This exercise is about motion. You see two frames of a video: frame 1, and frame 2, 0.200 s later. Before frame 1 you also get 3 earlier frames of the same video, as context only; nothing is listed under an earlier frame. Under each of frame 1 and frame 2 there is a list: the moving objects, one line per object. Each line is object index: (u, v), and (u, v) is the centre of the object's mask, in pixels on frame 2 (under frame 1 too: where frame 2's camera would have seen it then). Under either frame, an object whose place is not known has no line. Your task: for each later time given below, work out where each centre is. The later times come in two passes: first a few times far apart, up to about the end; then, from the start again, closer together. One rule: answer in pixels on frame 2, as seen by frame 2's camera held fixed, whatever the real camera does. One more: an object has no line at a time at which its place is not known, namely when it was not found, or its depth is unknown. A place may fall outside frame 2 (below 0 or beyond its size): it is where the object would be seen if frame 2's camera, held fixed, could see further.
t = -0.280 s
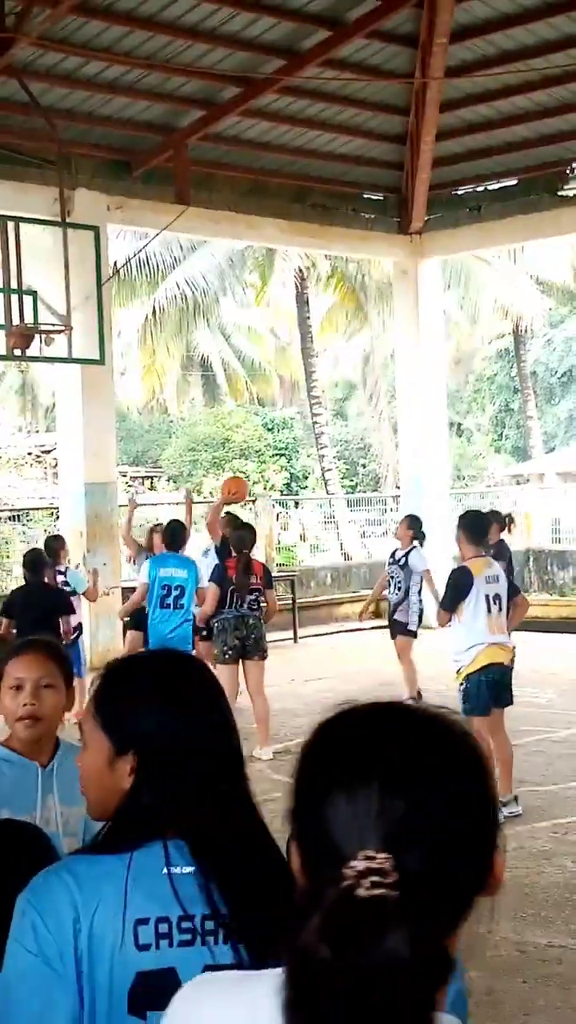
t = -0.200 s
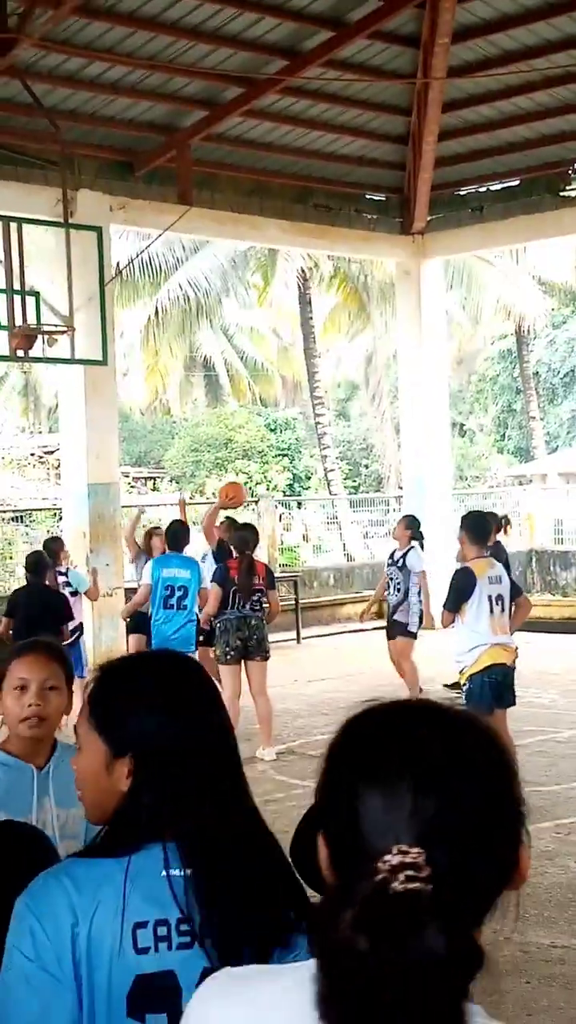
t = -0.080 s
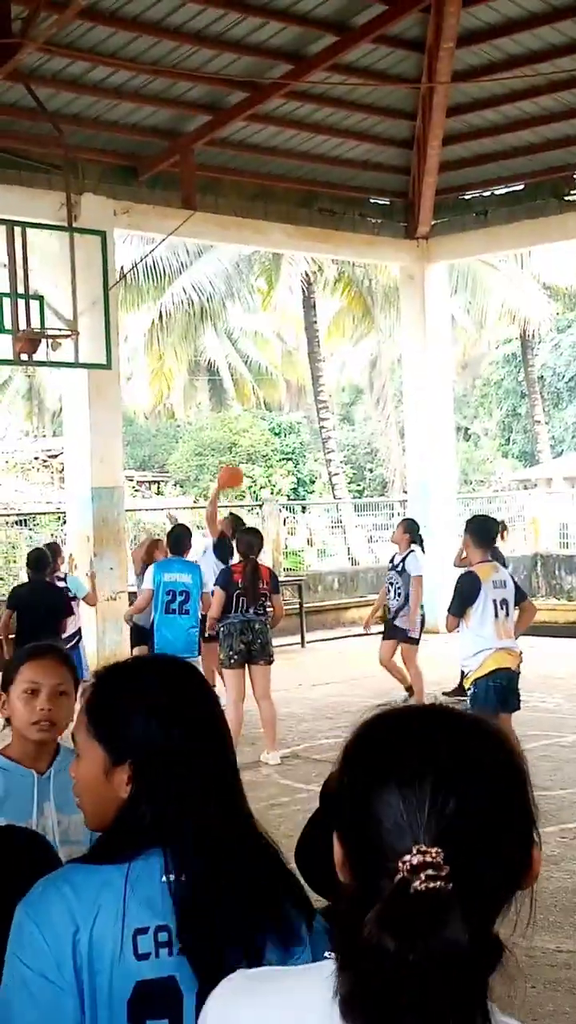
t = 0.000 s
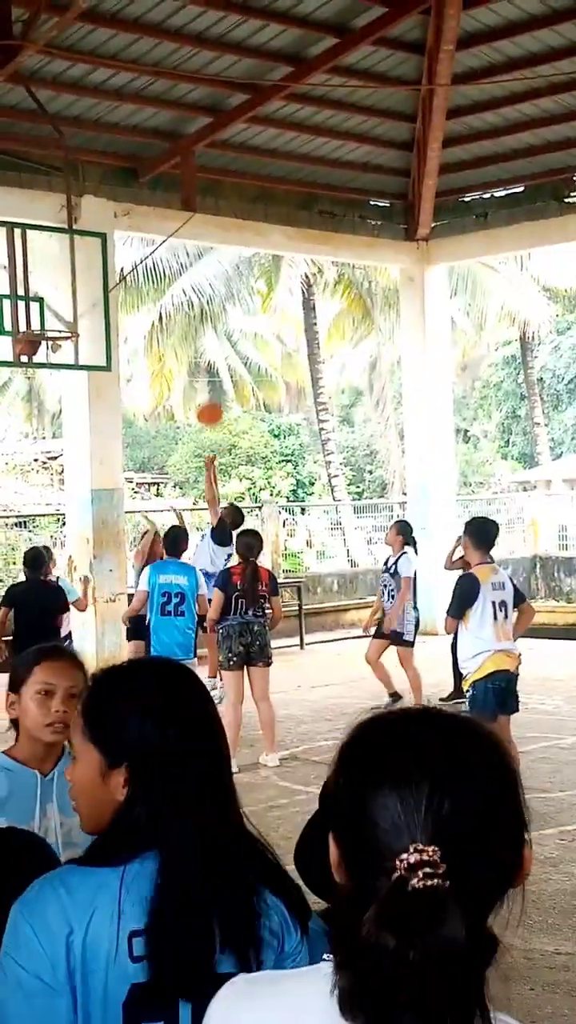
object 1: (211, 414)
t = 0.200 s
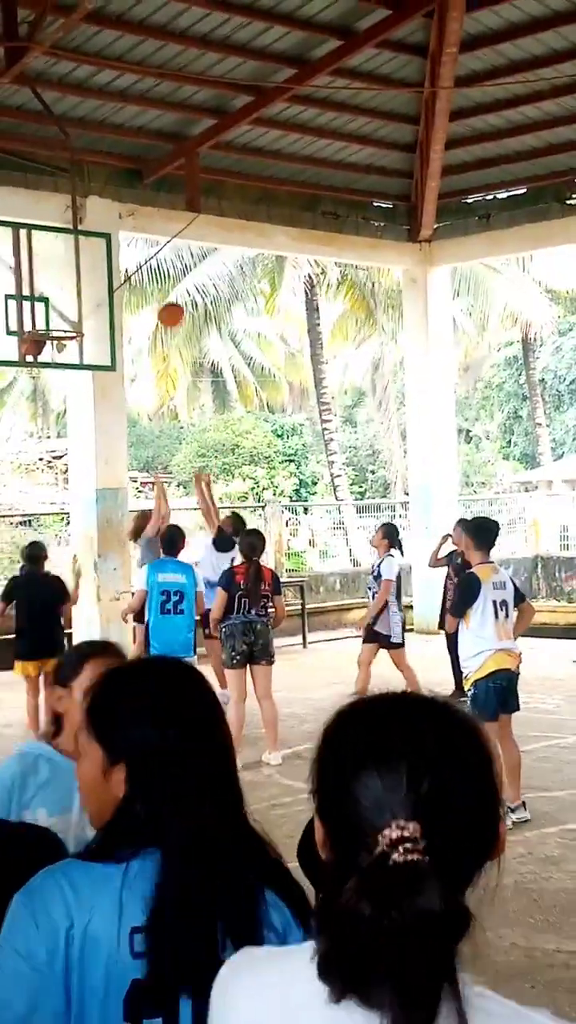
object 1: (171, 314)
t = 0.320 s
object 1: (150, 284)
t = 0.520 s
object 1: (113, 259)
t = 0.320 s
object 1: (150, 284)
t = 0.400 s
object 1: (129, 265)
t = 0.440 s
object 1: (124, 262)
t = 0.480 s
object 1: (118, 260)
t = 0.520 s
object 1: (113, 259)
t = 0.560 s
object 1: (107, 258)
